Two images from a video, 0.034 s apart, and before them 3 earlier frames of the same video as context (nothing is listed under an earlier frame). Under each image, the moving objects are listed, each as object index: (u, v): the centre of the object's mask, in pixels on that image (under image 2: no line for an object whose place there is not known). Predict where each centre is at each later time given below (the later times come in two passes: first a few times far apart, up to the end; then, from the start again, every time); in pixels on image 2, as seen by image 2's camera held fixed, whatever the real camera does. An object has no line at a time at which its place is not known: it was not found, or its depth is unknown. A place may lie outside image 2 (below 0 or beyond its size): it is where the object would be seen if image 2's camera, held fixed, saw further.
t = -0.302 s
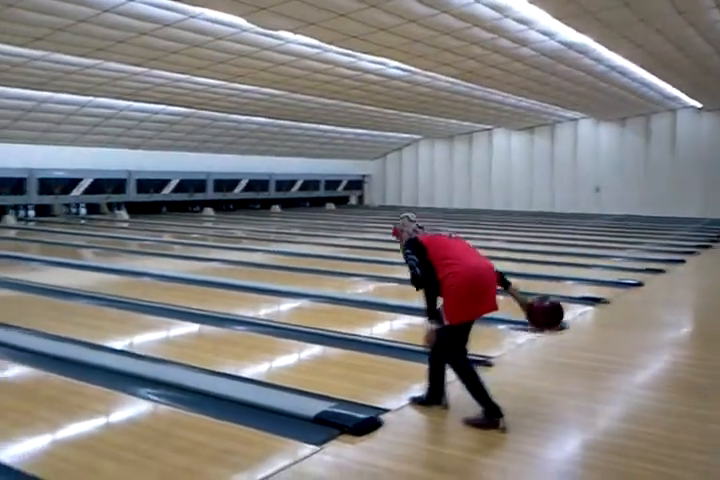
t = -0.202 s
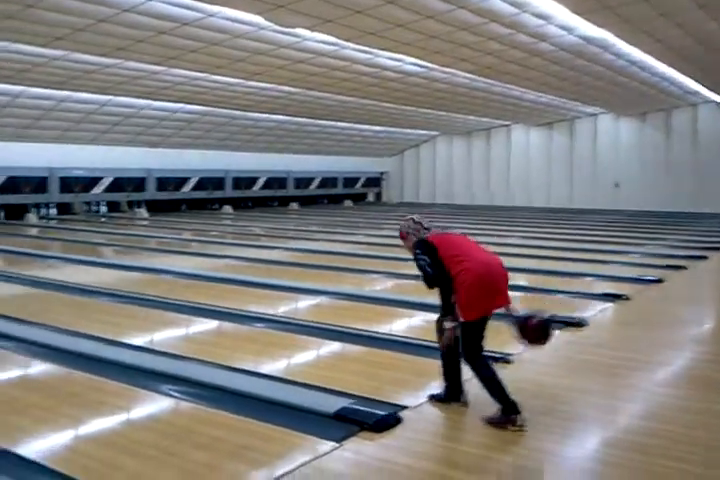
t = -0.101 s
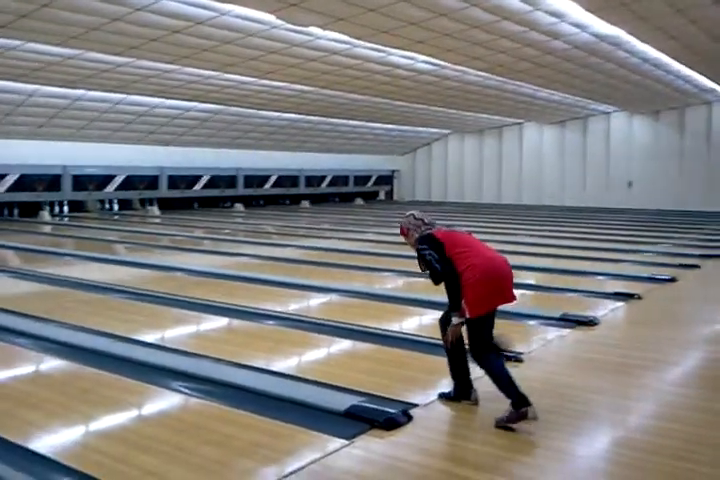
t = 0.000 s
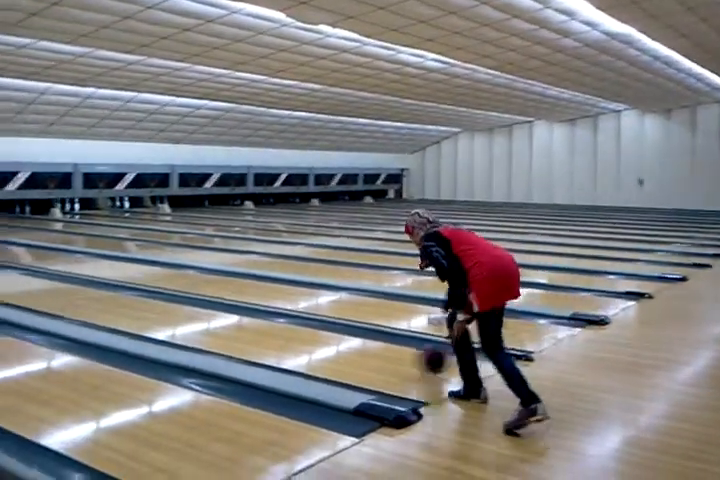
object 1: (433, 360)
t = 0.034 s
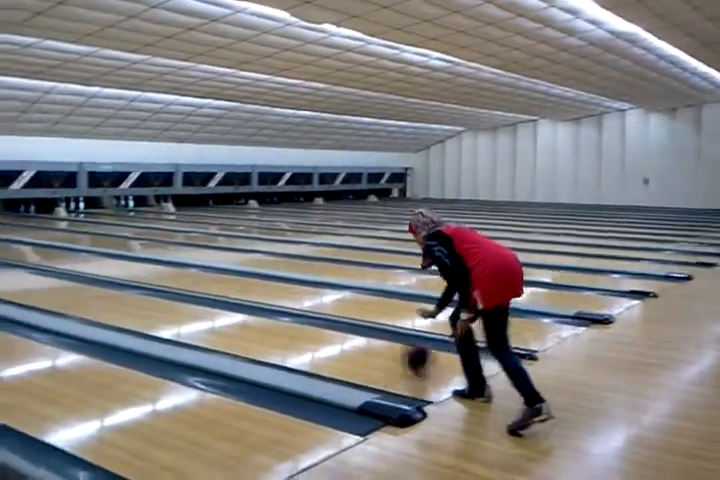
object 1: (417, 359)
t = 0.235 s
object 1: (309, 336)
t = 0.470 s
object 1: (212, 315)
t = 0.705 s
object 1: (138, 299)
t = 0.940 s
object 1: (78, 286)
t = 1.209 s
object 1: (21, 273)
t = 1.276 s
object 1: (4, 268)
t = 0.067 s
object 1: (396, 352)
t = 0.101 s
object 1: (377, 347)
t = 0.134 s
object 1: (360, 345)
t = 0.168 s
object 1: (341, 342)
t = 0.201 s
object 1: (325, 338)
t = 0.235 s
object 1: (309, 336)
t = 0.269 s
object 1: (294, 332)
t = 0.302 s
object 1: (279, 329)
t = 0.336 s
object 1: (265, 326)
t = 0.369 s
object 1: (252, 323)
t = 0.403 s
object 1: (238, 320)
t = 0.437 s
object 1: (225, 317)
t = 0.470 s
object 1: (212, 315)
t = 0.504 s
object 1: (201, 311)
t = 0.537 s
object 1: (190, 309)
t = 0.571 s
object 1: (179, 307)
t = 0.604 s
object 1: (168, 305)
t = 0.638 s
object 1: (158, 303)
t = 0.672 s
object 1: (148, 301)
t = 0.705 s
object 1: (138, 299)
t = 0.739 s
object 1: (129, 296)
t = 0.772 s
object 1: (120, 294)
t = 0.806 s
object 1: (111, 293)
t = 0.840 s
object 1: (102, 291)
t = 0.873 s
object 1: (94, 289)
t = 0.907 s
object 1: (86, 288)
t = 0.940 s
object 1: (78, 286)
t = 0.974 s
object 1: (70, 284)
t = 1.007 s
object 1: (63, 283)
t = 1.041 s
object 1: (55, 281)
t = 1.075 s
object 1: (48, 278)
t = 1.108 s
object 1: (41, 277)
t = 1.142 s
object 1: (34, 276)
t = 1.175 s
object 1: (28, 275)
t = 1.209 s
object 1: (21, 273)
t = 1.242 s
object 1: (9, 269)
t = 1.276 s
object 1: (4, 268)
